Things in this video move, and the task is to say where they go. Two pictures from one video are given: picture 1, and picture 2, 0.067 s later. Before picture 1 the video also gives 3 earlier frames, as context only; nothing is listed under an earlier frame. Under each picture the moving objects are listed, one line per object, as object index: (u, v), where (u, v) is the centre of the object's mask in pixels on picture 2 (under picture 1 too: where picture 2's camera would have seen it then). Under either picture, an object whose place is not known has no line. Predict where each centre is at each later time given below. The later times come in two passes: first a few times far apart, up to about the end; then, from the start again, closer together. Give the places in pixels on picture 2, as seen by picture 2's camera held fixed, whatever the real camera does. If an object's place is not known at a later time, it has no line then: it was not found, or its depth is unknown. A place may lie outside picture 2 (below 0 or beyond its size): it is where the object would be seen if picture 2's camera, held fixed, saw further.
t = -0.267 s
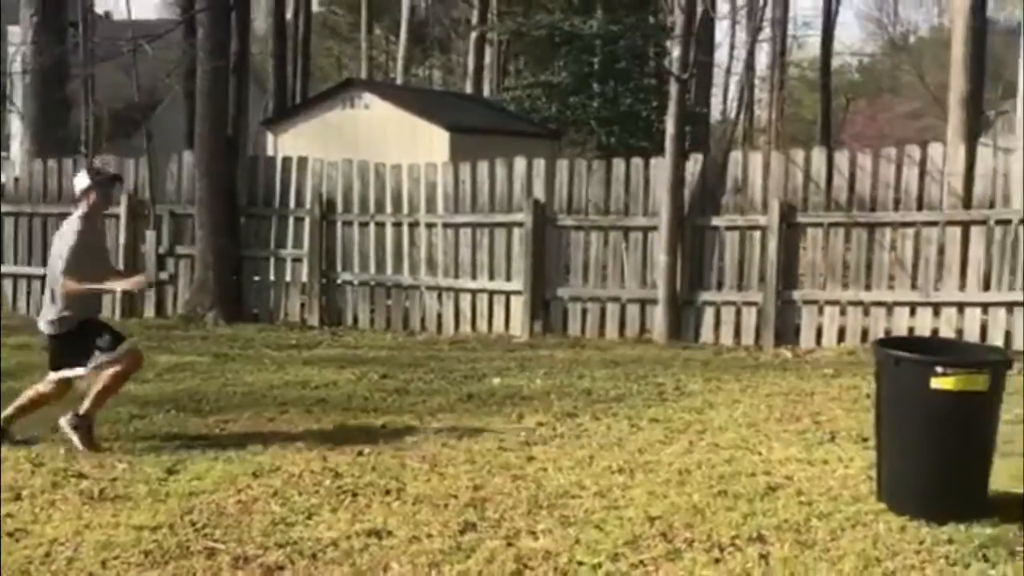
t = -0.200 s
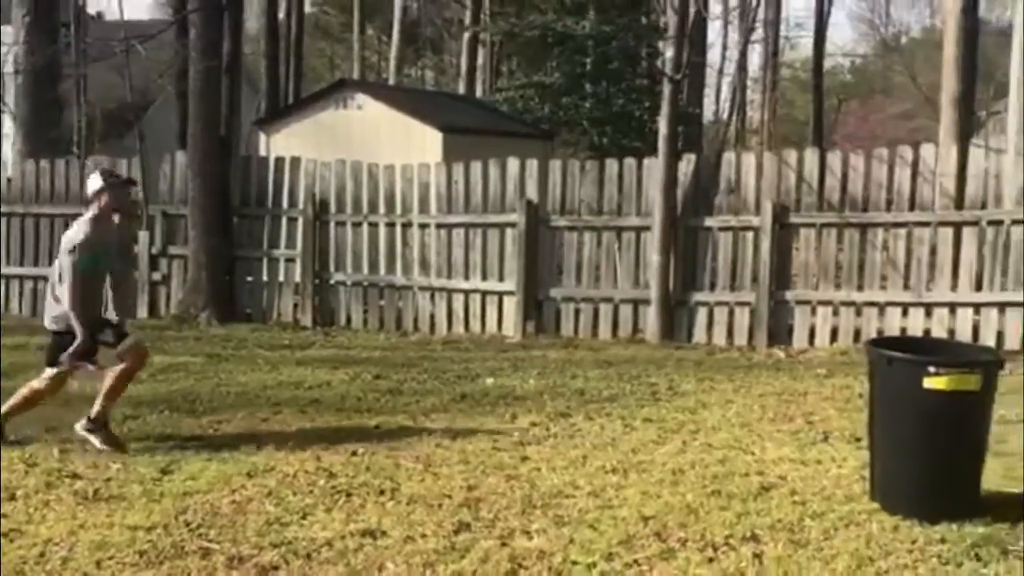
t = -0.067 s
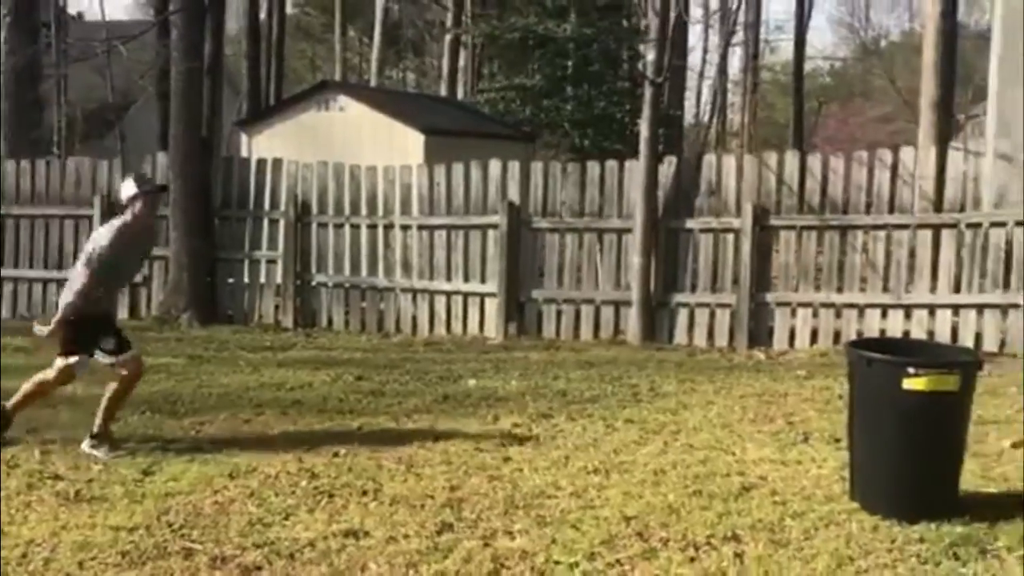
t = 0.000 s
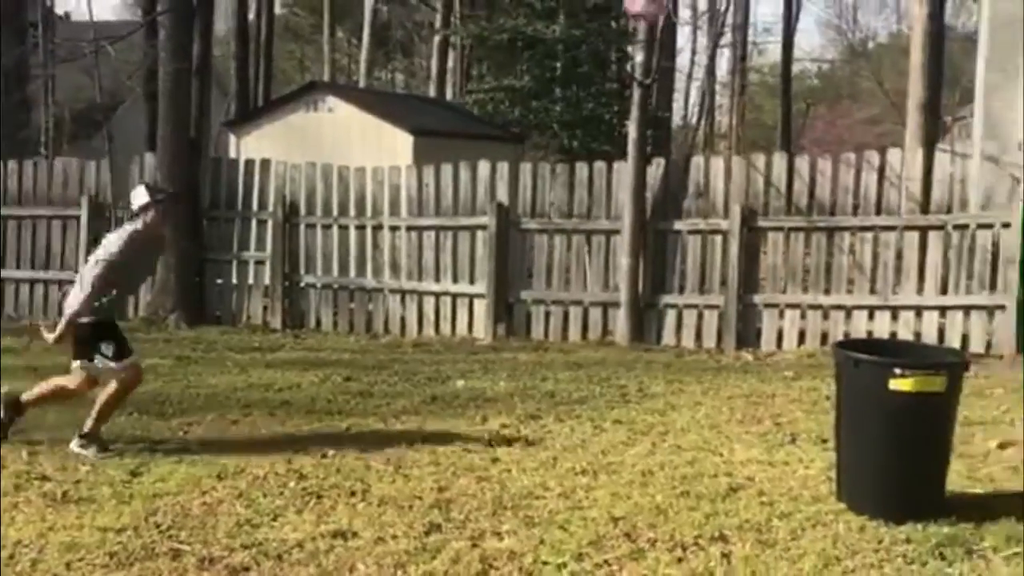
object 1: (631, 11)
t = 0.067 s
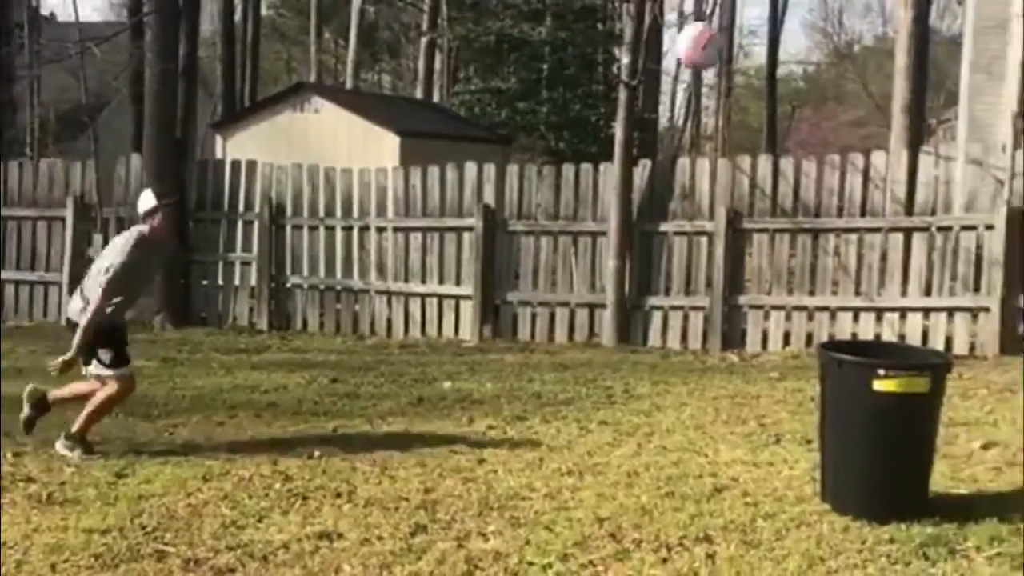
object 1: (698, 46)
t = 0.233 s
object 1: (870, 212)
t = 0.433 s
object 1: (1081, 514)
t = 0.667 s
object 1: (1155, 334)
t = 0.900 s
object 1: (1229, 255)
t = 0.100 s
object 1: (729, 70)
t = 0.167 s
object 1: (798, 135)
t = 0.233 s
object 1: (870, 212)
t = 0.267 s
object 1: (908, 254)
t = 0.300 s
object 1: (940, 300)
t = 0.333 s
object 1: (974, 350)
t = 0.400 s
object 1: (1047, 458)
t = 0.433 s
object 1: (1081, 514)
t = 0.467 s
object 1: (1096, 495)
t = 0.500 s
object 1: (1107, 461)
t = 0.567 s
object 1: (1130, 403)
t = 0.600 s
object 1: (1138, 379)
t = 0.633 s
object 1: (1148, 355)
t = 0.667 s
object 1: (1155, 334)
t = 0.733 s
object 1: (1180, 299)
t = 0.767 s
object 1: (1188, 284)
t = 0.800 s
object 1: (1197, 272)
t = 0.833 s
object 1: (1206, 265)
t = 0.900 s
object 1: (1229, 255)
